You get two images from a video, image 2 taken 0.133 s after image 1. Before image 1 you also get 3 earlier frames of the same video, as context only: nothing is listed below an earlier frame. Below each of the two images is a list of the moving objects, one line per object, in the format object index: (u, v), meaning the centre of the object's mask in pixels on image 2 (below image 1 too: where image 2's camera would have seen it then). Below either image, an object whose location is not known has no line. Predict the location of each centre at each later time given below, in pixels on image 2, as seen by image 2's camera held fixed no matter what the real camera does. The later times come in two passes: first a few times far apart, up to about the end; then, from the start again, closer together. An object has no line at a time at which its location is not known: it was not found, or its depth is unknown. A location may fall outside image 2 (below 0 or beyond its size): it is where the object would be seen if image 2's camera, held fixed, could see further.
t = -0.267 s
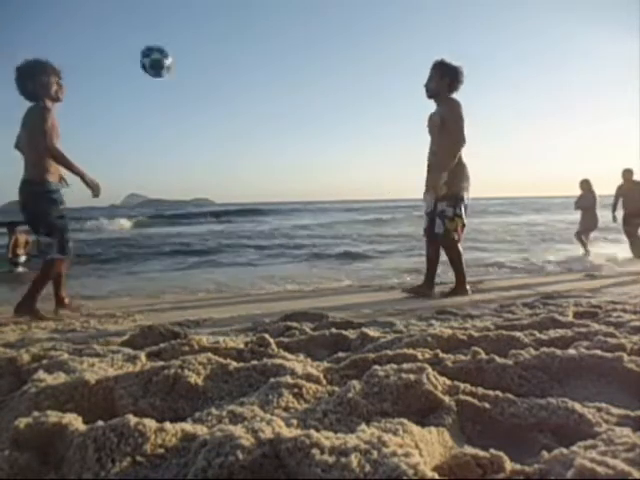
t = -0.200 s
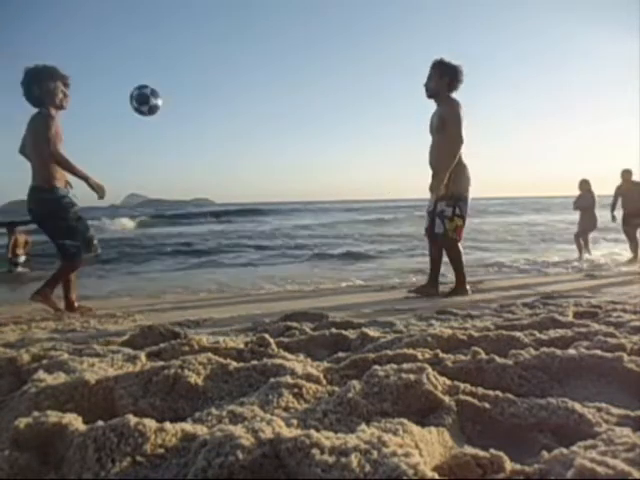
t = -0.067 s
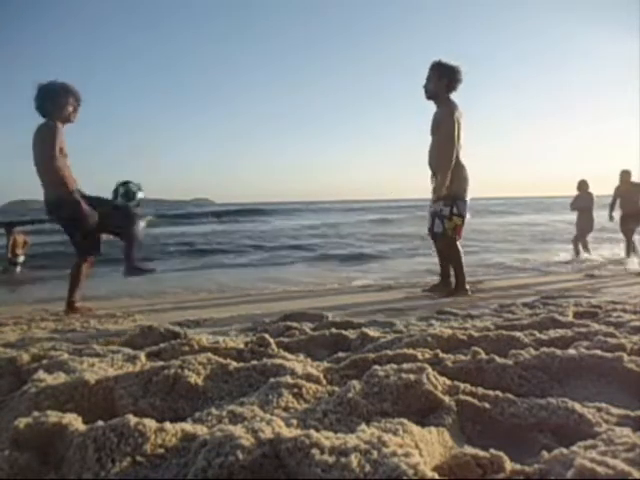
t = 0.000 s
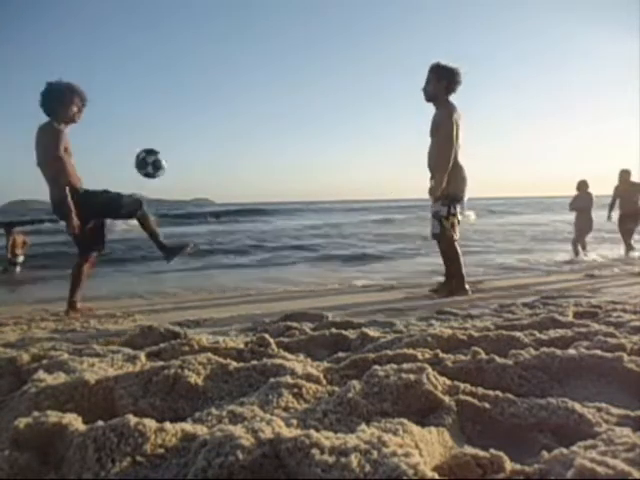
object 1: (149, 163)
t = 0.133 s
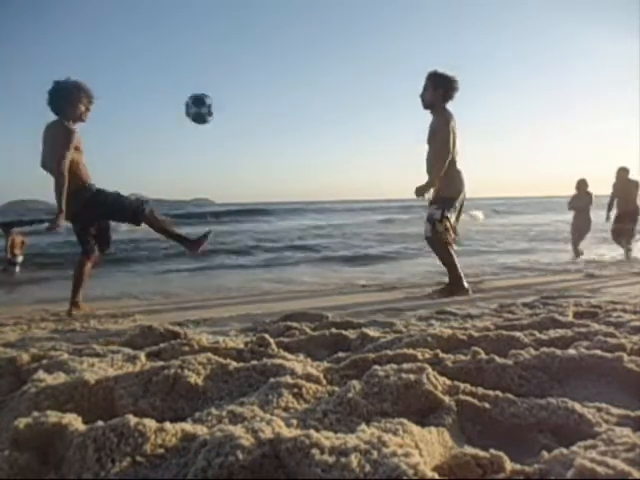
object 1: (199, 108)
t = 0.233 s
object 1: (239, 83)
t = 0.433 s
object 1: (322, 75)
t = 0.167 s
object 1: (213, 98)
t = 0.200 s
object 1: (226, 90)
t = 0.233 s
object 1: (239, 83)
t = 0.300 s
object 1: (266, 74)
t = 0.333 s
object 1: (280, 72)
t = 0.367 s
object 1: (294, 71)
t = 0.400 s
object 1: (308, 72)
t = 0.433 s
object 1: (322, 75)
